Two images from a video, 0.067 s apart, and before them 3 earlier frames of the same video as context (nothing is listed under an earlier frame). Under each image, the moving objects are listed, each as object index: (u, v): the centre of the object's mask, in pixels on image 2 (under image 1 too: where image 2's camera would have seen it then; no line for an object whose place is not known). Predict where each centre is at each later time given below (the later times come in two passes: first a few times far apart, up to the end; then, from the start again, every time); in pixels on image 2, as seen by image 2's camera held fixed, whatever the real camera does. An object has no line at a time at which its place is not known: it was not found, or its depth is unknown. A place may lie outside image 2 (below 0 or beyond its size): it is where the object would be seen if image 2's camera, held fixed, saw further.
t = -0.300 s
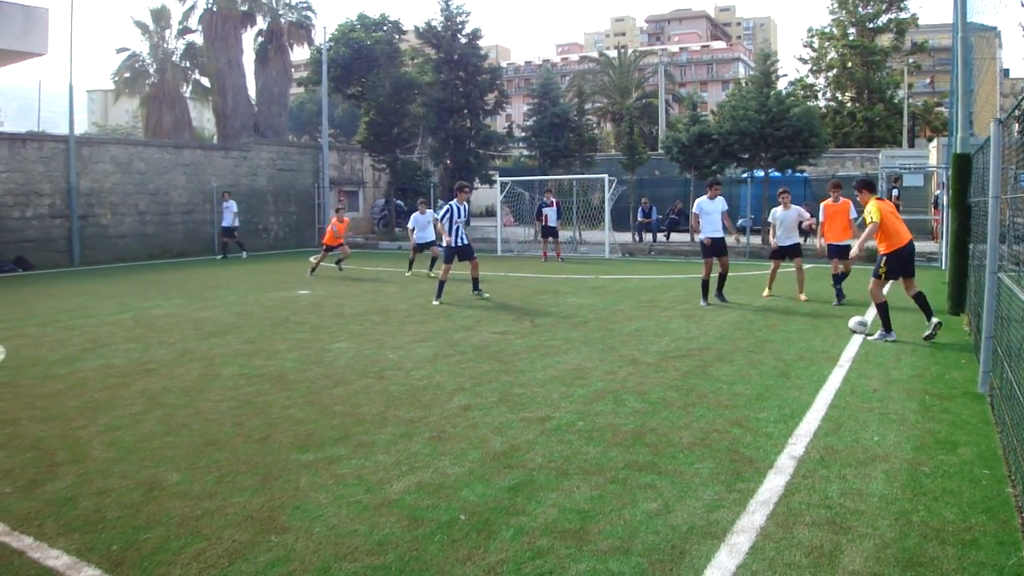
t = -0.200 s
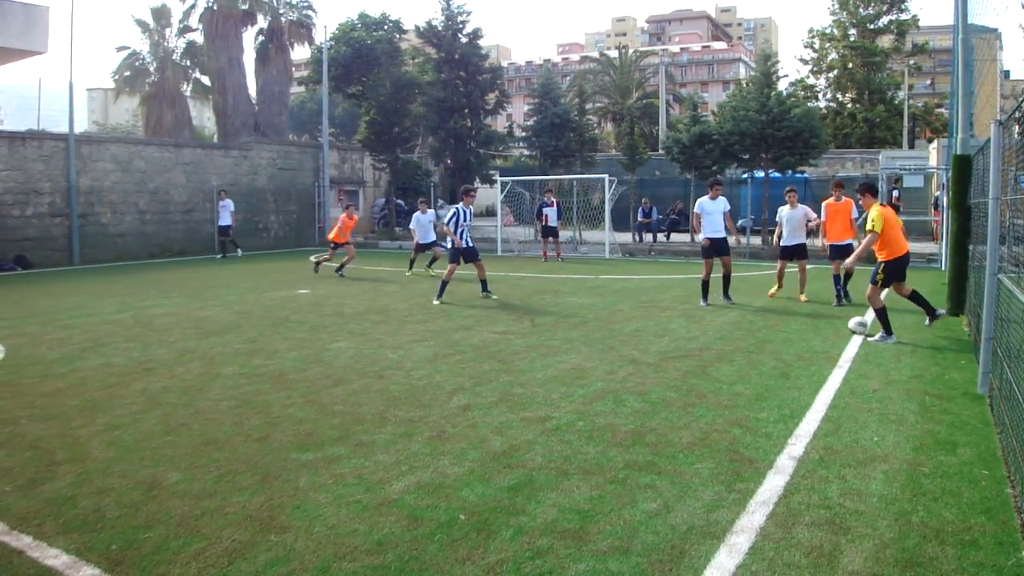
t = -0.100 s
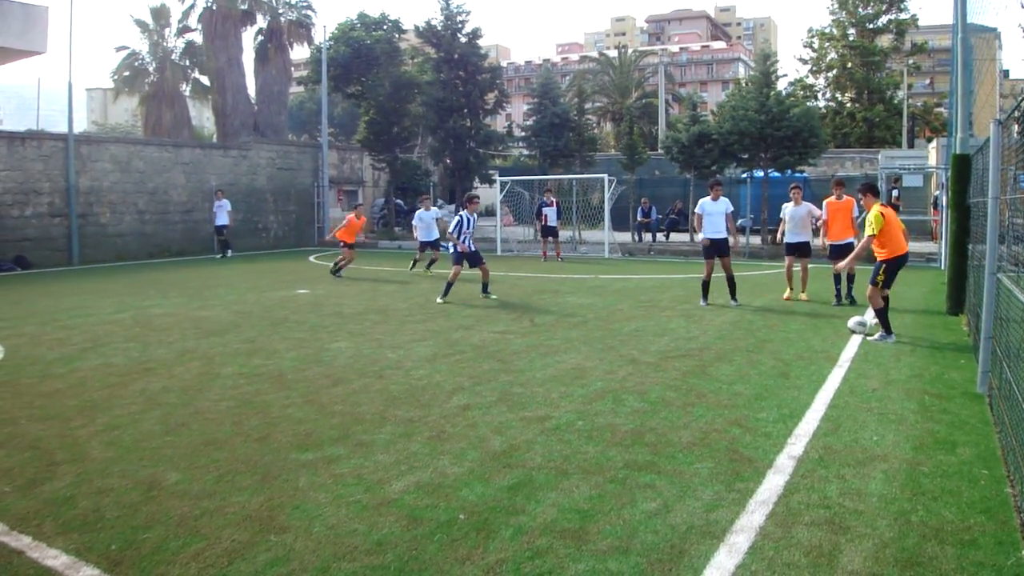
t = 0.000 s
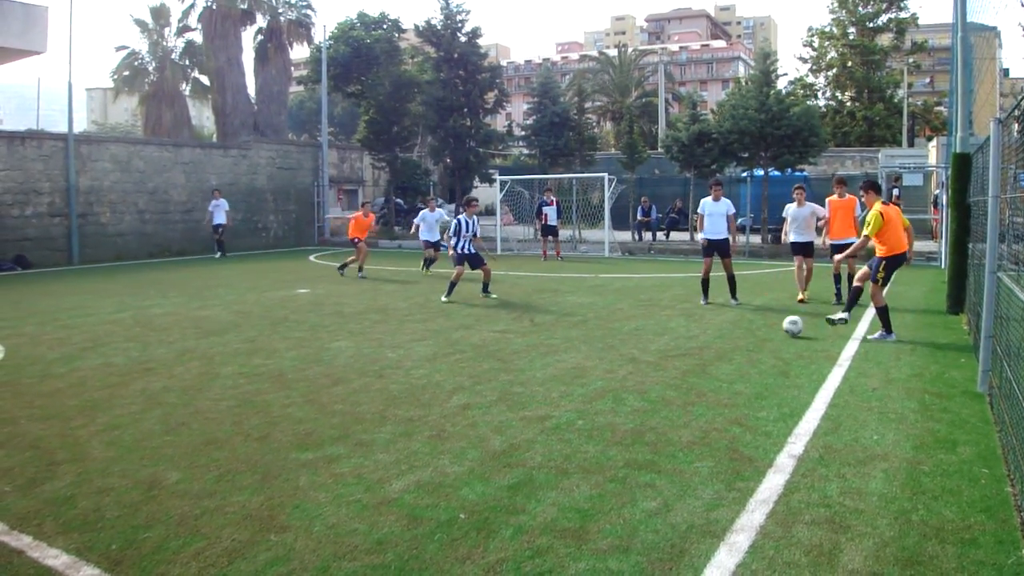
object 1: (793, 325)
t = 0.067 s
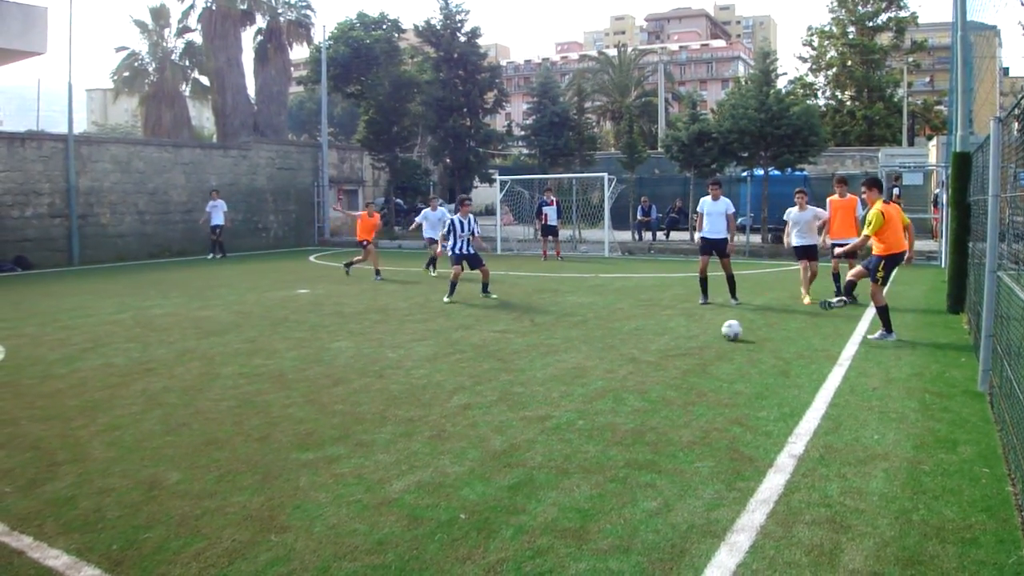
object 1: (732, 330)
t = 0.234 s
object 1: (584, 338)
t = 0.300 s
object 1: (526, 341)
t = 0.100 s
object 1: (701, 332)
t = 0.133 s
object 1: (672, 334)
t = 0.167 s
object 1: (643, 335)
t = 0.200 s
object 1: (614, 336)
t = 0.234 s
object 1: (584, 338)
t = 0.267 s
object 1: (555, 339)
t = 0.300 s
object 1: (526, 341)
